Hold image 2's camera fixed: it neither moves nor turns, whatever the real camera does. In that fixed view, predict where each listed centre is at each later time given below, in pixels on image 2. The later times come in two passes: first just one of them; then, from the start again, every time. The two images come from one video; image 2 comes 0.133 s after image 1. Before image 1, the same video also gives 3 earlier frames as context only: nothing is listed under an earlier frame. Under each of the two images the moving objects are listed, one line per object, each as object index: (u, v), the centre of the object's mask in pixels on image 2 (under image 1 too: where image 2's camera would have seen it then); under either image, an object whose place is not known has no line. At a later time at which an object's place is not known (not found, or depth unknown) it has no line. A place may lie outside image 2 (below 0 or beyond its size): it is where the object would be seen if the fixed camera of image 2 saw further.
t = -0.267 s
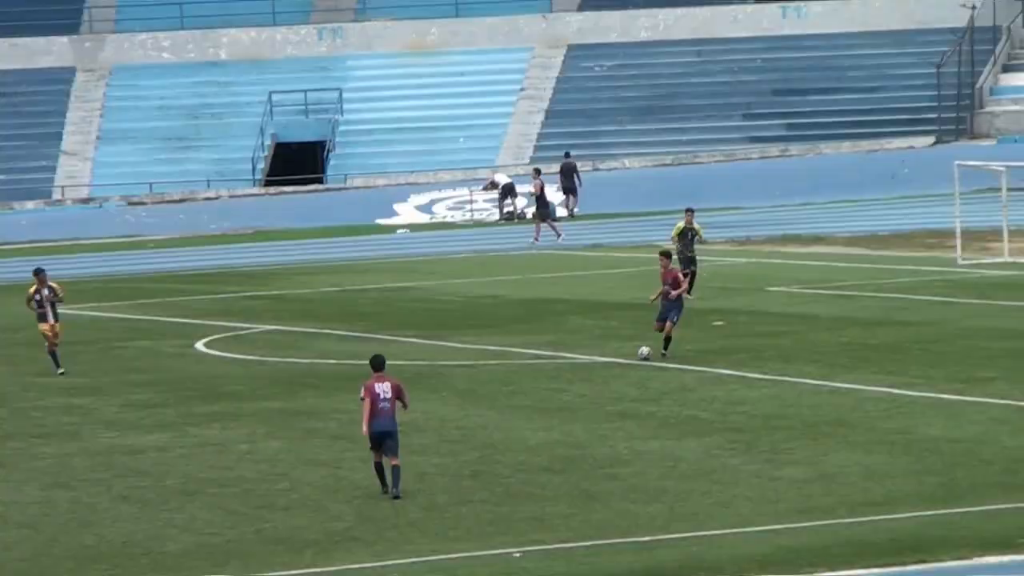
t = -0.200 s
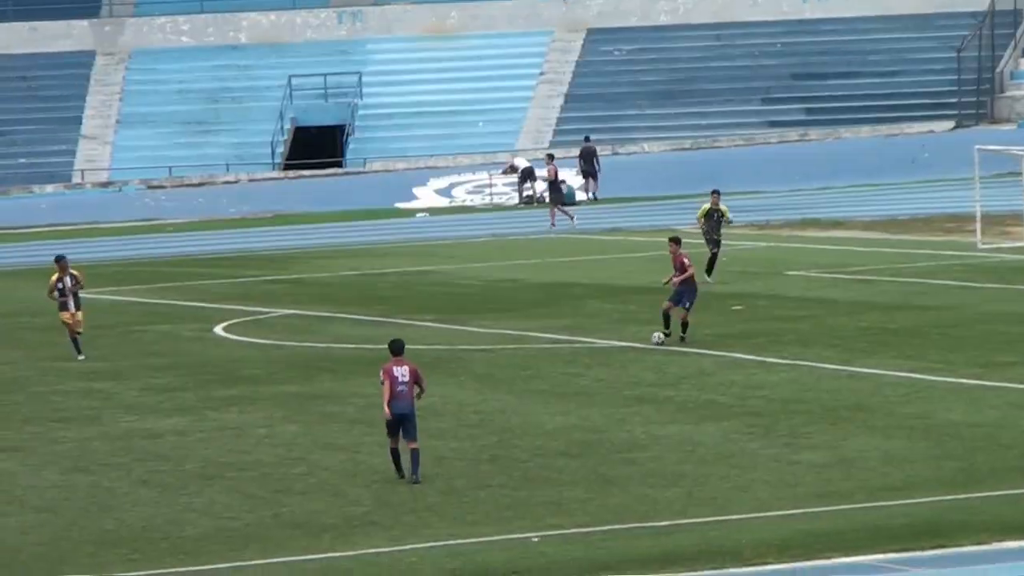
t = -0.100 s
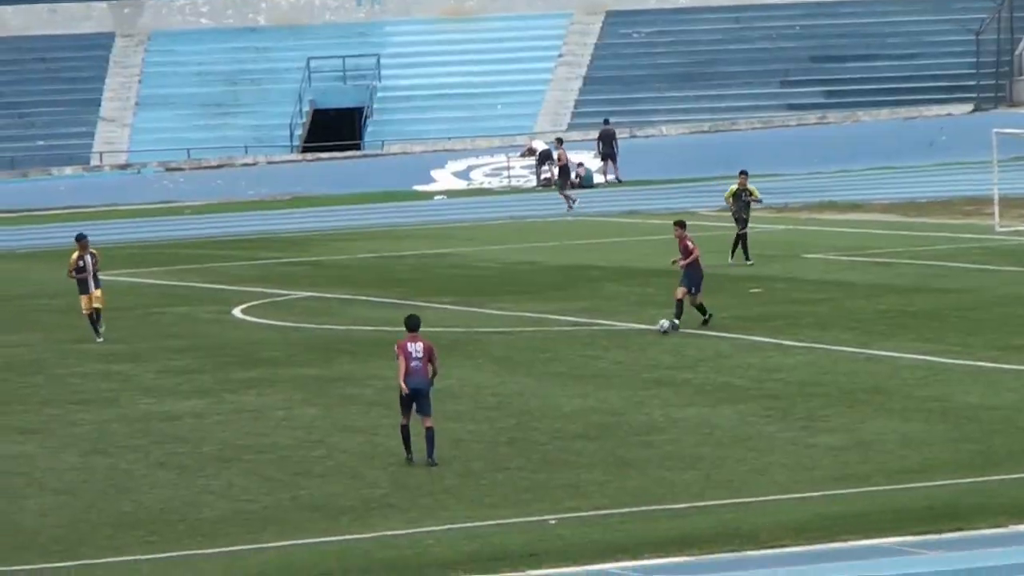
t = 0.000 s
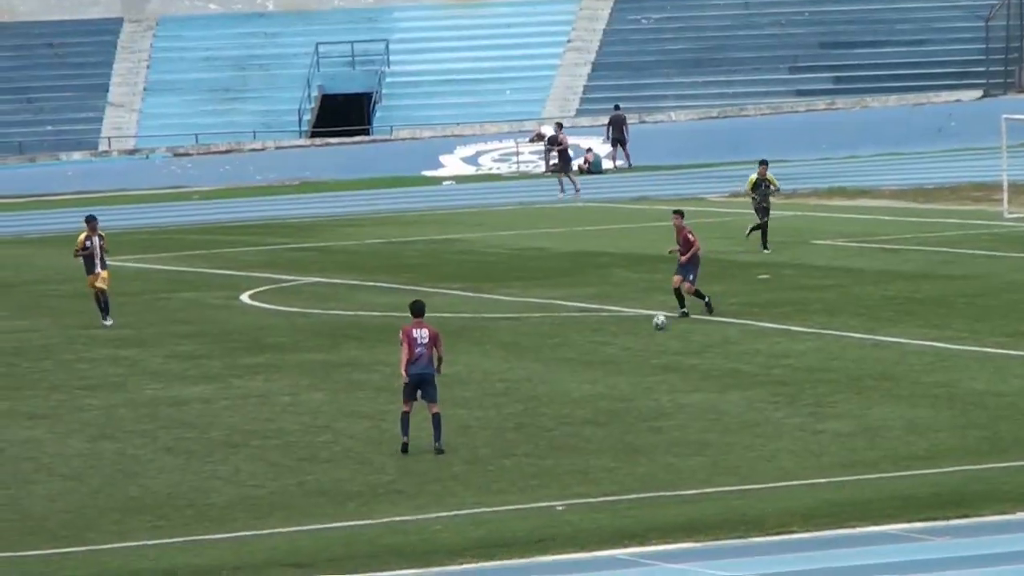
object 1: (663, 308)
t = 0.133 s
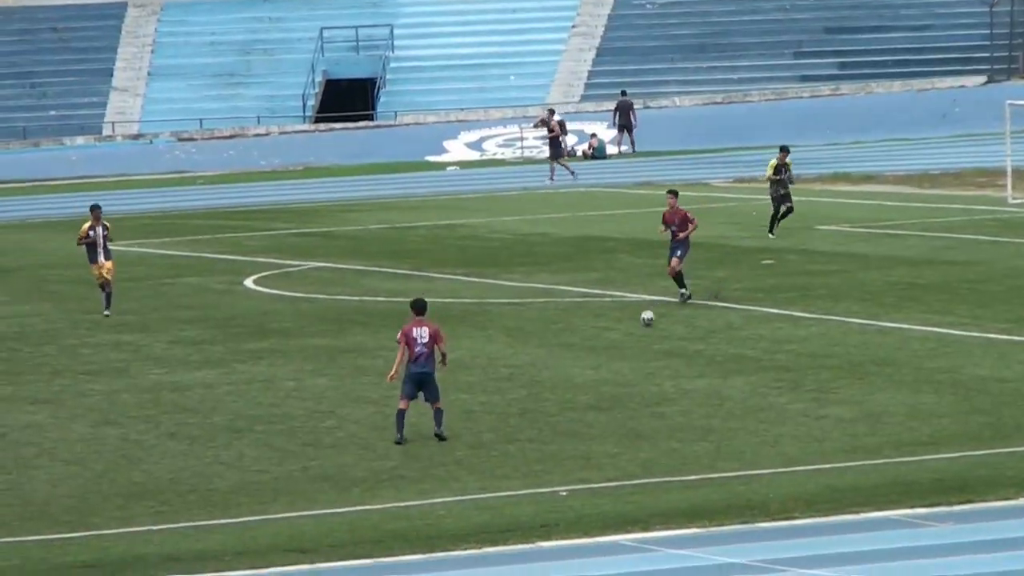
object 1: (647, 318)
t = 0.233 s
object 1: (636, 327)
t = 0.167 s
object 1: (644, 322)
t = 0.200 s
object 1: (640, 325)
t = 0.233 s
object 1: (636, 327)
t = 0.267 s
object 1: (634, 330)
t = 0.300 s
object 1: (630, 332)
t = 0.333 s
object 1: (627, 335)
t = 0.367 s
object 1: (624, 338)
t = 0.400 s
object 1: (621, 341)
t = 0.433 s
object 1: (618, 343)
